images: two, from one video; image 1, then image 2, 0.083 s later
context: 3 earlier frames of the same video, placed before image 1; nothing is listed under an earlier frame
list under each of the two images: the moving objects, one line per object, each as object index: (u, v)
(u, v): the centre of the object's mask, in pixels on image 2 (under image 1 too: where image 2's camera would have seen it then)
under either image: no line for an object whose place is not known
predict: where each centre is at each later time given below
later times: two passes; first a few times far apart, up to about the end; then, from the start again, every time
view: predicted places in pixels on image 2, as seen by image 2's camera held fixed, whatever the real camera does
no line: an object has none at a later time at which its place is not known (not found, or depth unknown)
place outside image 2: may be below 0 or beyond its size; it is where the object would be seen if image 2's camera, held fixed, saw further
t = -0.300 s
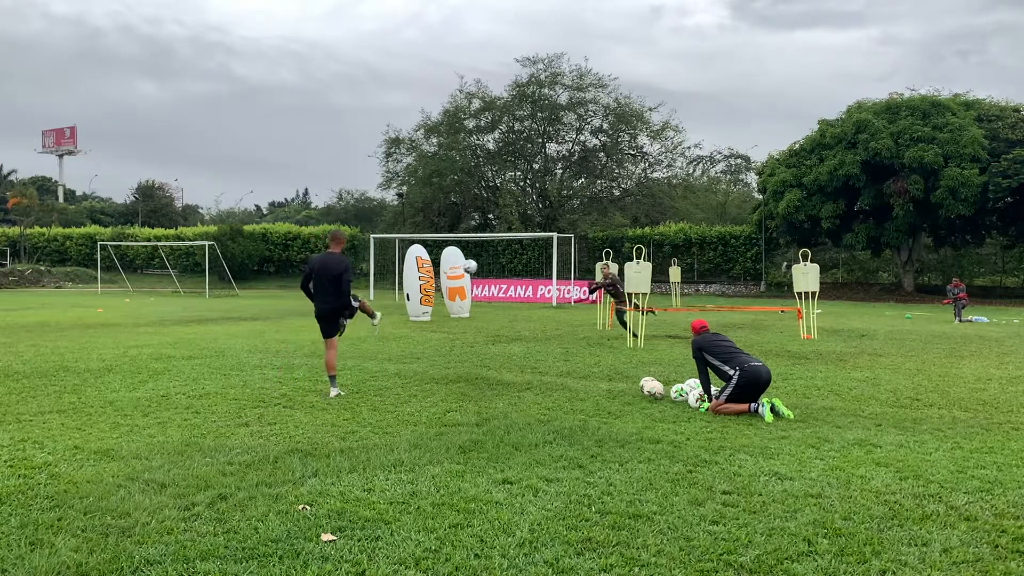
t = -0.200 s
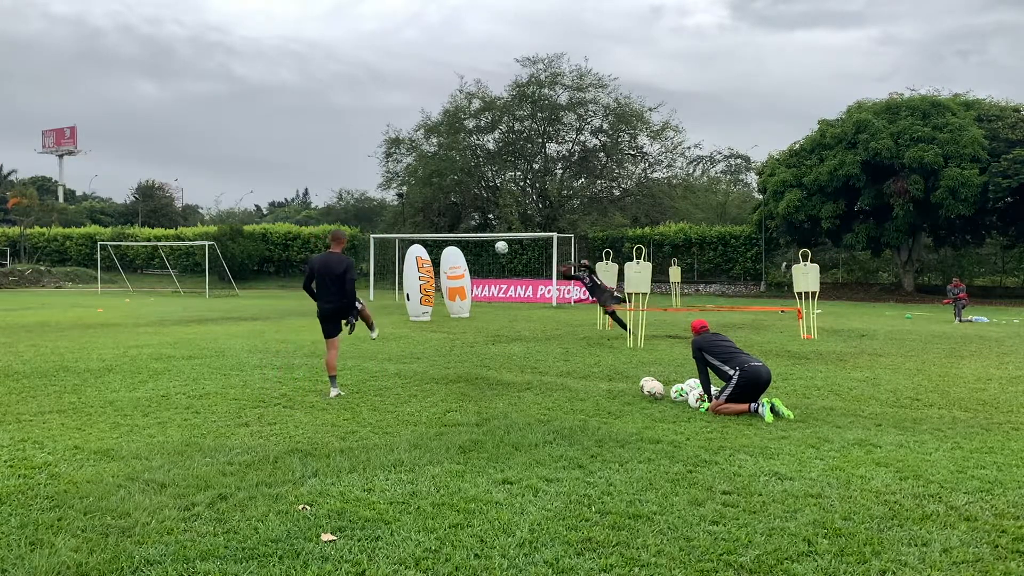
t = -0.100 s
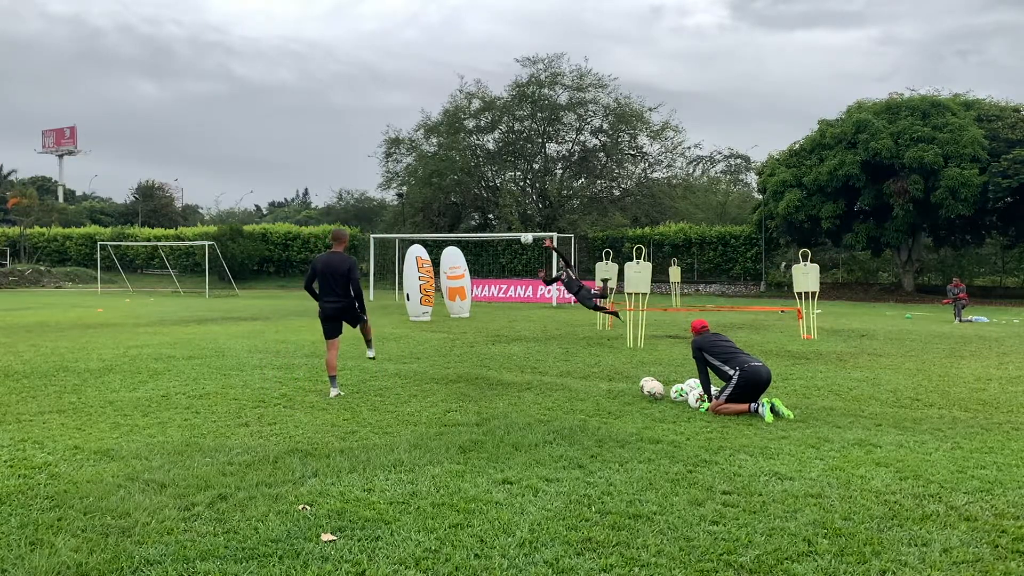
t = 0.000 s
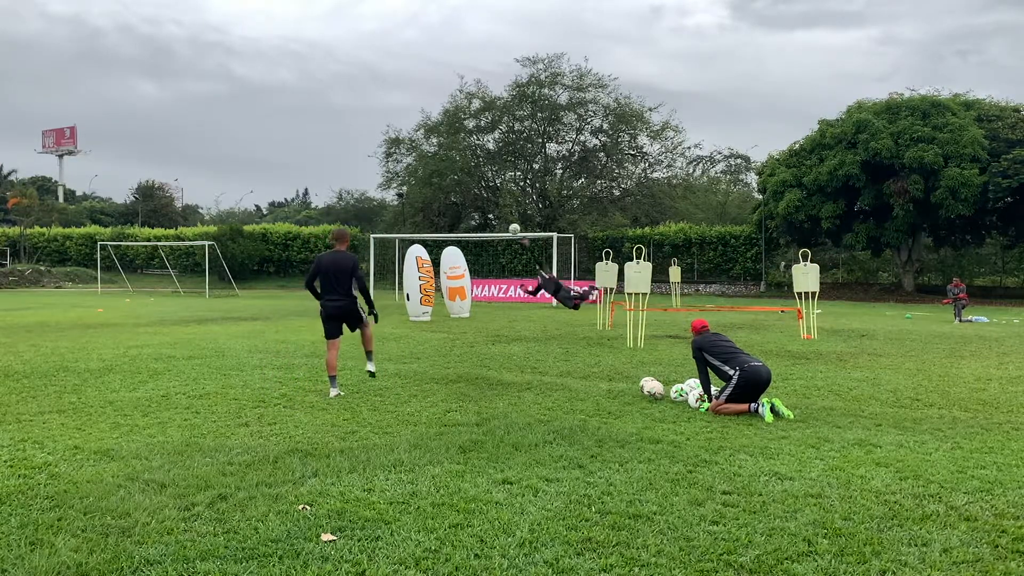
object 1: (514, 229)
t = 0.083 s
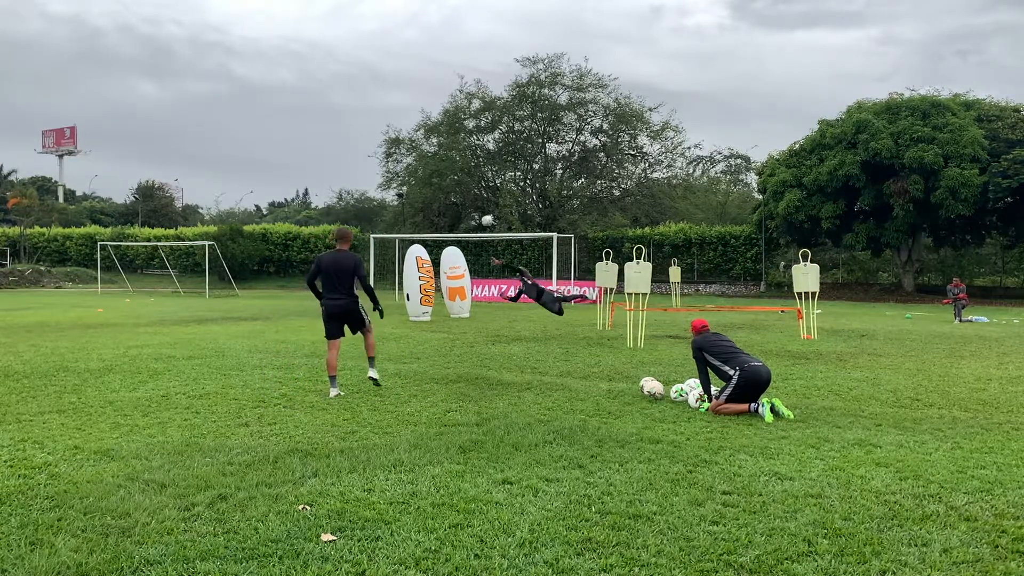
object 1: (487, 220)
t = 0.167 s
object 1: (461, 217)
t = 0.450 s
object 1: (383, 225)
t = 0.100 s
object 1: (481, 220)
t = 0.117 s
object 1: (476, 219)
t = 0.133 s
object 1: (471, 218)
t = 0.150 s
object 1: (466, 217)
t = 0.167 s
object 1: (461, 217)
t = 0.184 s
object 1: (455, 216)
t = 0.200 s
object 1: (451, 216)
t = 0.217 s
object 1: (446, 215)
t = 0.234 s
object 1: (441, 215)
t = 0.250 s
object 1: (436, 215)
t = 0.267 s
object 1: (432, 215)
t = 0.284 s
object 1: (427, 216)
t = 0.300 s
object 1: (423, 216)
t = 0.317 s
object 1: (418, 216)
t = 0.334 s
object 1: (414, 217)
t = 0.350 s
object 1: (409, 218)
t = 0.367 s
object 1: (405, 219)
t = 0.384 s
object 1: (400, 220)
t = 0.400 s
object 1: (396, 221)
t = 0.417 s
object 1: (391, 222)
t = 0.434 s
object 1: (387, 223)
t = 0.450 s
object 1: (383, 225)
